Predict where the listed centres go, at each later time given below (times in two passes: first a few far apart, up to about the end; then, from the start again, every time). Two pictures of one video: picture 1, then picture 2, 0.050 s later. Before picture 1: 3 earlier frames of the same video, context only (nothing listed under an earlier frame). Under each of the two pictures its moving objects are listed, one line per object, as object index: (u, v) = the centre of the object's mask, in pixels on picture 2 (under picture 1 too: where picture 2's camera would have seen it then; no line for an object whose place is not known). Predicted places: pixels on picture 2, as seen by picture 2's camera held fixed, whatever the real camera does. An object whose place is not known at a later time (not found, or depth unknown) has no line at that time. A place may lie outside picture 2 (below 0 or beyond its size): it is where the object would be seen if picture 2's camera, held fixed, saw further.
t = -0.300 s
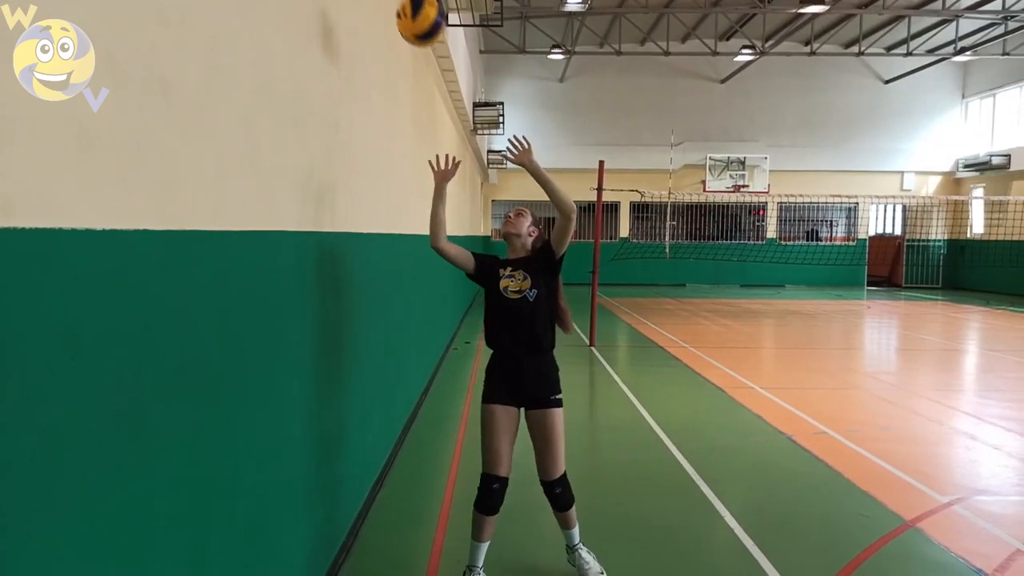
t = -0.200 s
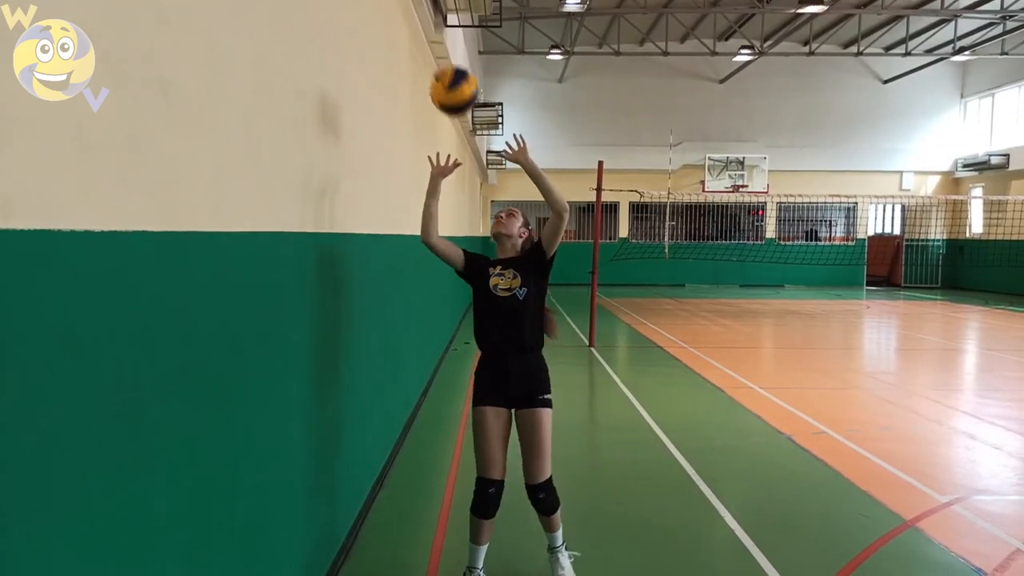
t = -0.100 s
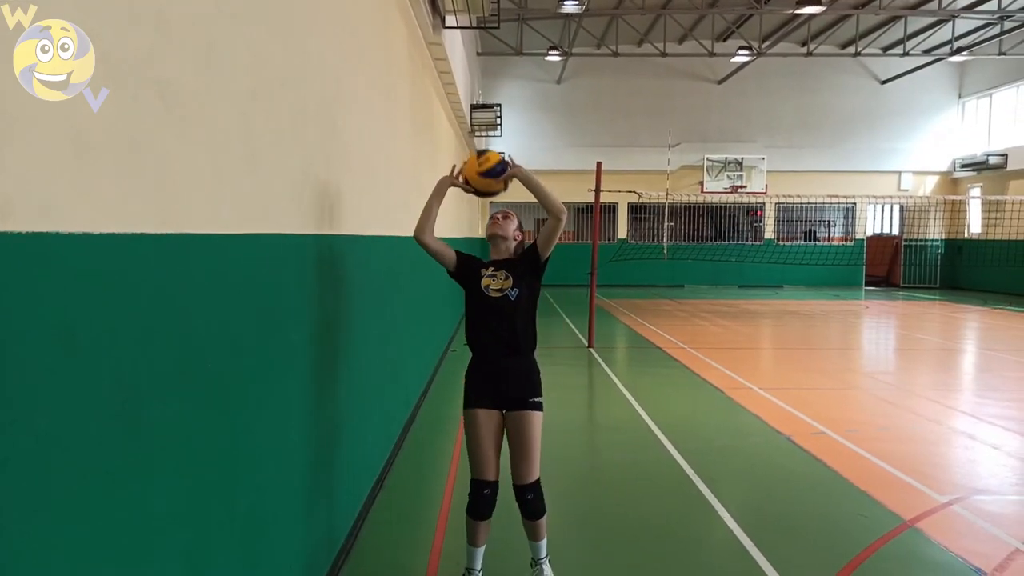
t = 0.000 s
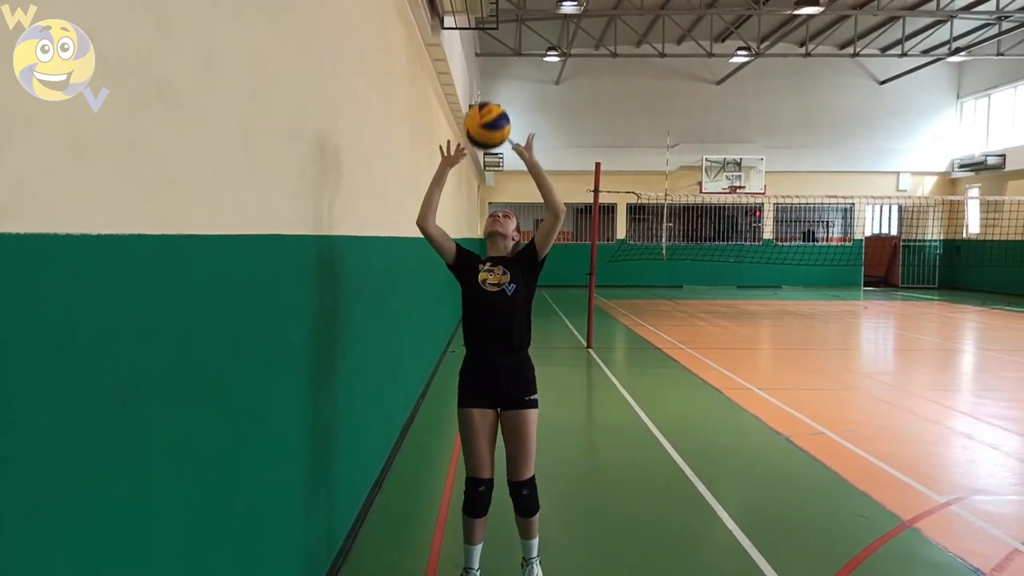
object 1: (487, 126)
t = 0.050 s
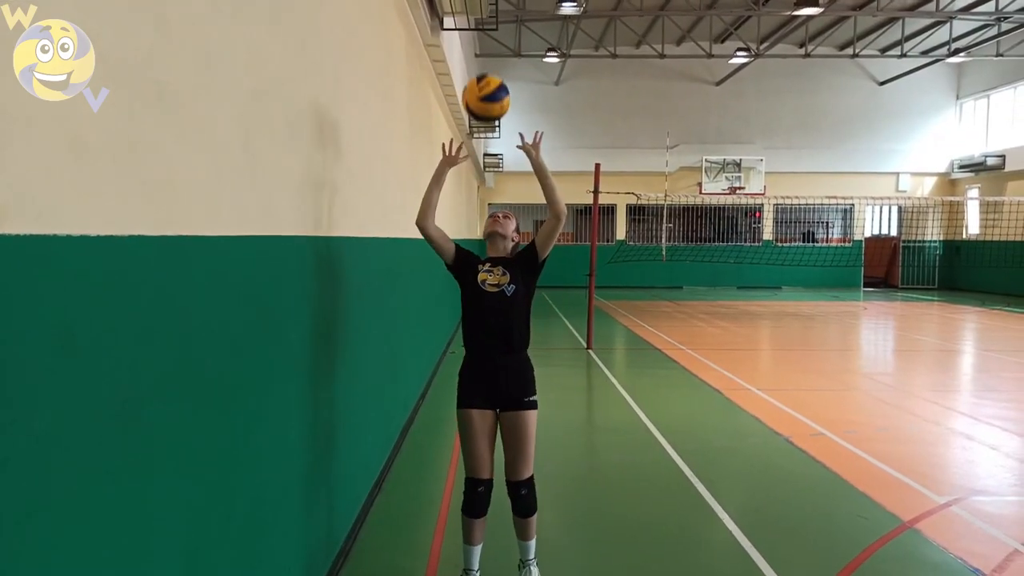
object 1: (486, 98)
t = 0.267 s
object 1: (483, 36)
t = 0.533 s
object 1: (480, 105)
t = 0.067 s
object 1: (486, 90)
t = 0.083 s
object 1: (486, 82)
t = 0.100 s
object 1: (486, 75)
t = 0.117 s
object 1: (485, 69)
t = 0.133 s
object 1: (485, 63)
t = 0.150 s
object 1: (484, 57)
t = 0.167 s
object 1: (484, 52)
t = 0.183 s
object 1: (484, 48)
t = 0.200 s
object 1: (484, 45)
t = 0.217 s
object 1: (484, 42)
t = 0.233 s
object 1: (484, 40)
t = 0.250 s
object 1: (483, 38)
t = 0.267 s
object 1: (483, 36)
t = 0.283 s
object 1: (483, 36)
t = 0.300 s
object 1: (483, 36)
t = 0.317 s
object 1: (482, 37)
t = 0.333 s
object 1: (482, 38)
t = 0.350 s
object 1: (482, 40)
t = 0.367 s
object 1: (482, 43)
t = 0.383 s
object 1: (482, 47)
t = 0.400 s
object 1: (482, 51)
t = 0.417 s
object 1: (481, 56)
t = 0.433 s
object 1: (481, 61)
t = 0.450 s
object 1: (481, 67)
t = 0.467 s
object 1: (481, 73)
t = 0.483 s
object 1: (480, 80)
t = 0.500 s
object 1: (480, 87)
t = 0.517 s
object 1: (480, 95)
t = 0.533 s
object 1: (480, 105)
